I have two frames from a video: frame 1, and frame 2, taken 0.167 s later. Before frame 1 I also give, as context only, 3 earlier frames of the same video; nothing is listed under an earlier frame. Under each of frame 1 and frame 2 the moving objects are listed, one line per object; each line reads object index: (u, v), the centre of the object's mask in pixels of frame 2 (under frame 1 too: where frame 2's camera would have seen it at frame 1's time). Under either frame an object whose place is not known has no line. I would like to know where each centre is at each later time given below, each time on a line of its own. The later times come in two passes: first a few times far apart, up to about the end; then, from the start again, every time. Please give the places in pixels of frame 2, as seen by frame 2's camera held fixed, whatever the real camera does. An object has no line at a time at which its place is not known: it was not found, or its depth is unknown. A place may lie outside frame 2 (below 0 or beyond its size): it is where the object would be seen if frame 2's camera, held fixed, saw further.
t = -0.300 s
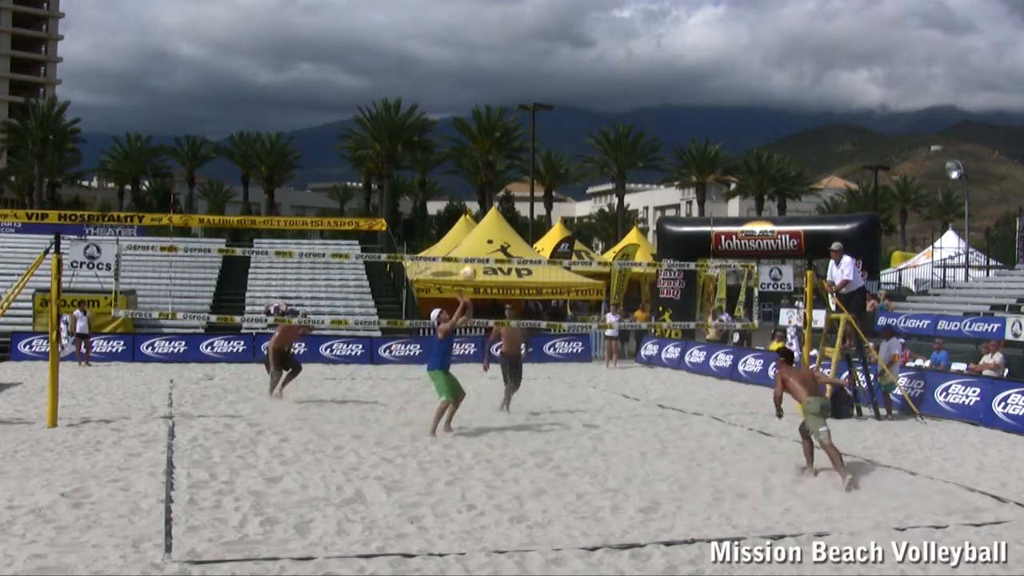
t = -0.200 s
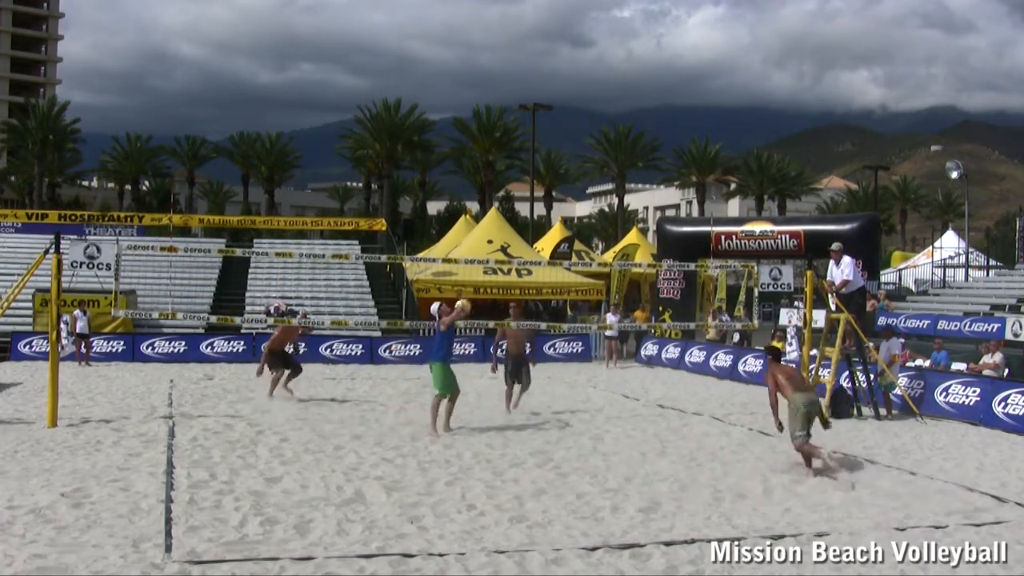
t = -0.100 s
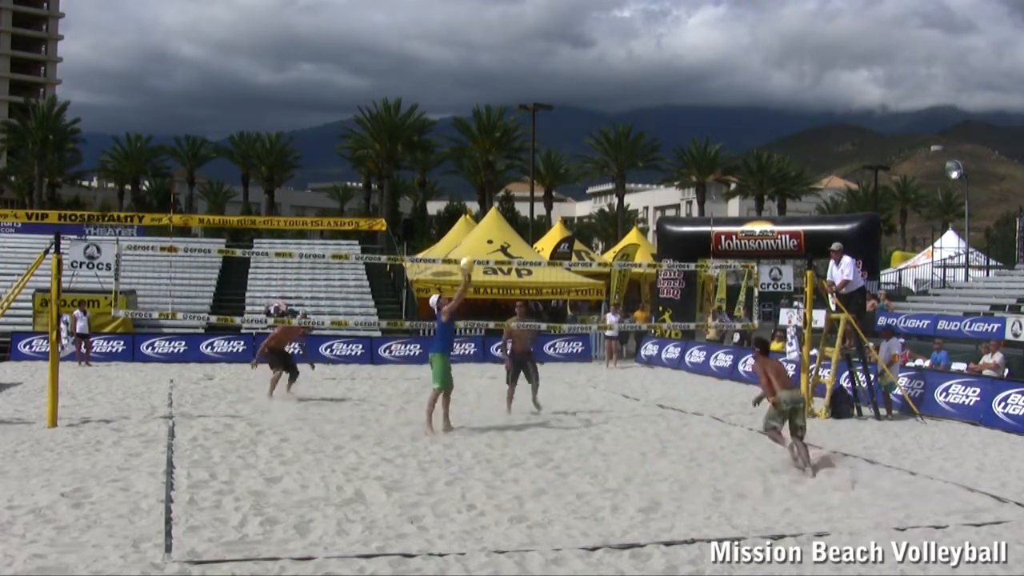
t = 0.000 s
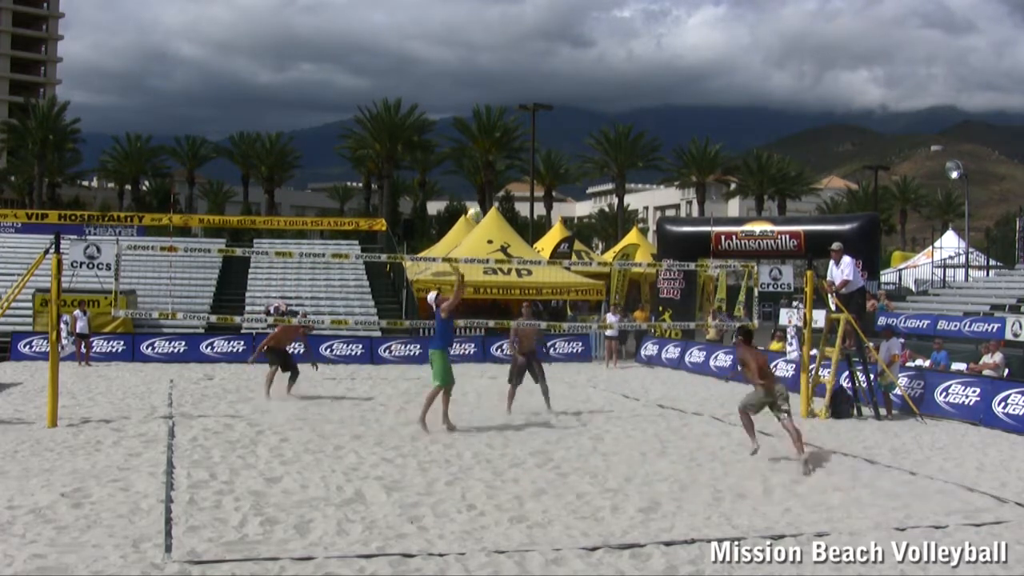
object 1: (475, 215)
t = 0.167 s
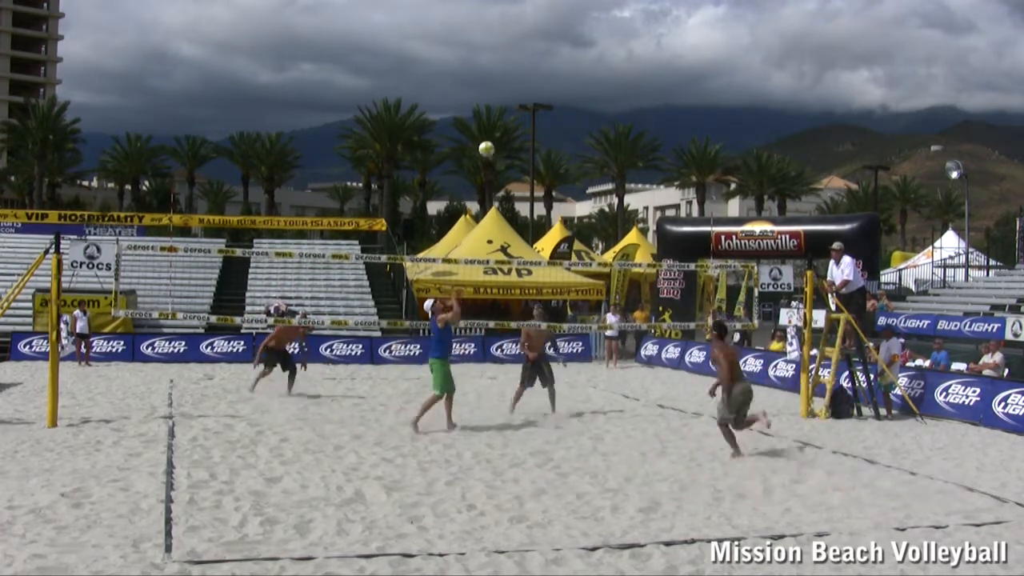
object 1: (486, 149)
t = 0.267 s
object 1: (492, 119)
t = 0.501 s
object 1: (505, 77)
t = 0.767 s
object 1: (519, 73)
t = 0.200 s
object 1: (489, 138)
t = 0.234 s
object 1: (491, 128)
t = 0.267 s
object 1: (492, 119)
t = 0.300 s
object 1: (495, 110)
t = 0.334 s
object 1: (496, 103)
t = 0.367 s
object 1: (498, 96)
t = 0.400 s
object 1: (500, 90)
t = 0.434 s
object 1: (502, 84)
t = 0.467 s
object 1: (503, 80)
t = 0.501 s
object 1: (505, 77)
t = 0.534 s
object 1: (507, 74)
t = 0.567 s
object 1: (509, 71)
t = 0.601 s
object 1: (510, 70)
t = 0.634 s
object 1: (512, 70)
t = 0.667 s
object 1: (514, 69)
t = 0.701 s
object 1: (515, 70)
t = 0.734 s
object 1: (518, 71)
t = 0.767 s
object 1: (519, 73)
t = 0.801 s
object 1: (522, 77)
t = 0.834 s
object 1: (524, 82)
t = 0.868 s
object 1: (526, 87)
